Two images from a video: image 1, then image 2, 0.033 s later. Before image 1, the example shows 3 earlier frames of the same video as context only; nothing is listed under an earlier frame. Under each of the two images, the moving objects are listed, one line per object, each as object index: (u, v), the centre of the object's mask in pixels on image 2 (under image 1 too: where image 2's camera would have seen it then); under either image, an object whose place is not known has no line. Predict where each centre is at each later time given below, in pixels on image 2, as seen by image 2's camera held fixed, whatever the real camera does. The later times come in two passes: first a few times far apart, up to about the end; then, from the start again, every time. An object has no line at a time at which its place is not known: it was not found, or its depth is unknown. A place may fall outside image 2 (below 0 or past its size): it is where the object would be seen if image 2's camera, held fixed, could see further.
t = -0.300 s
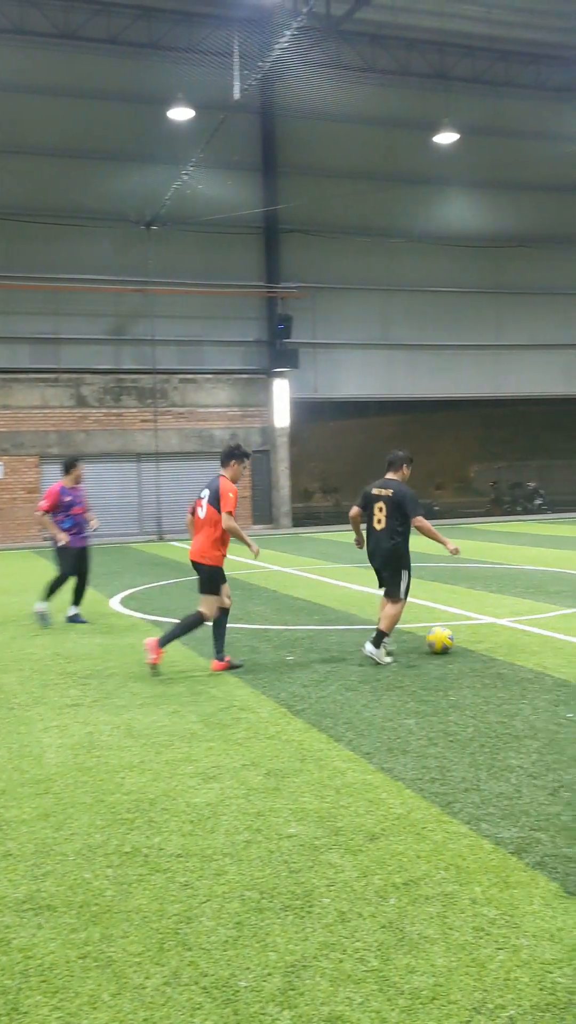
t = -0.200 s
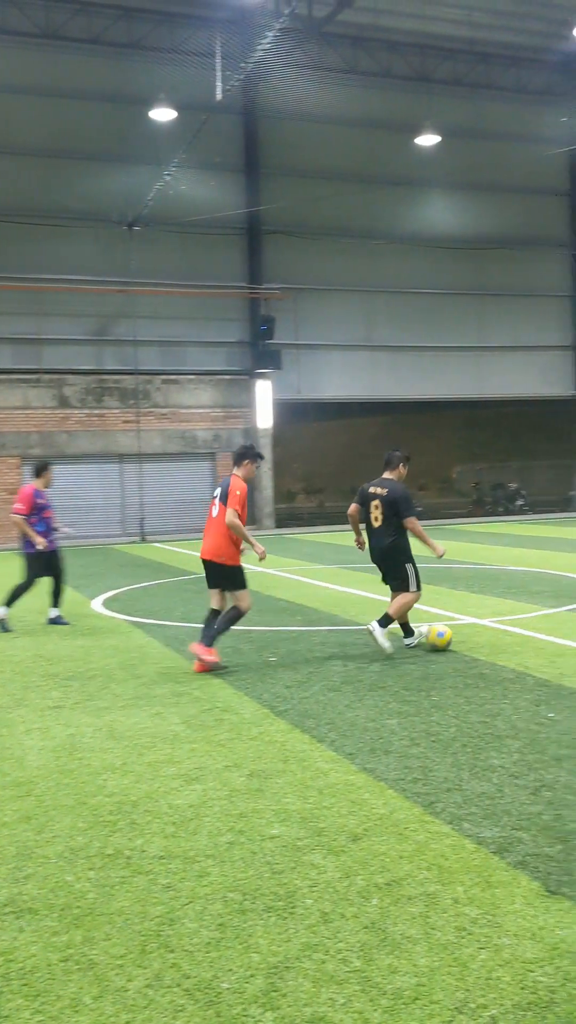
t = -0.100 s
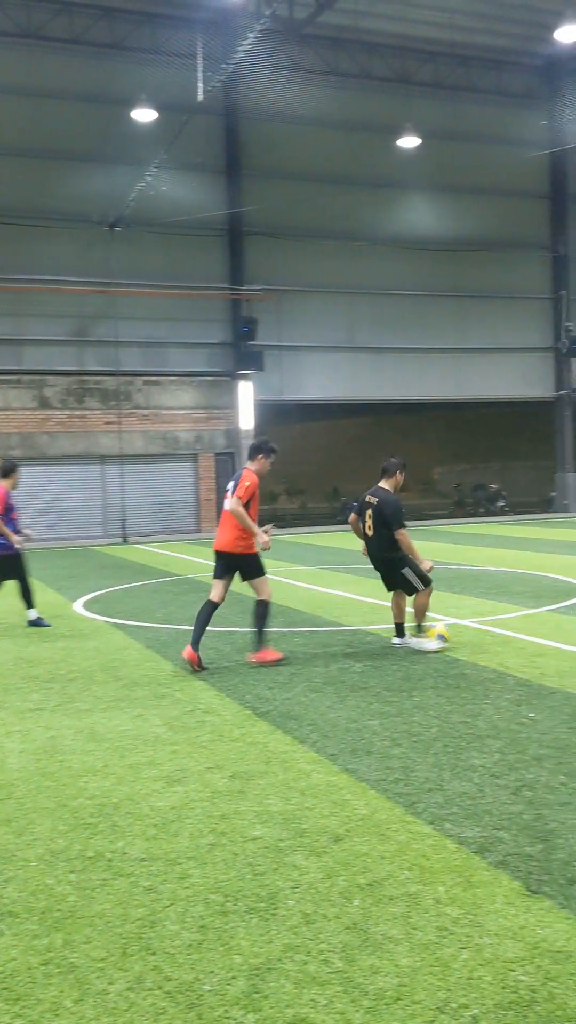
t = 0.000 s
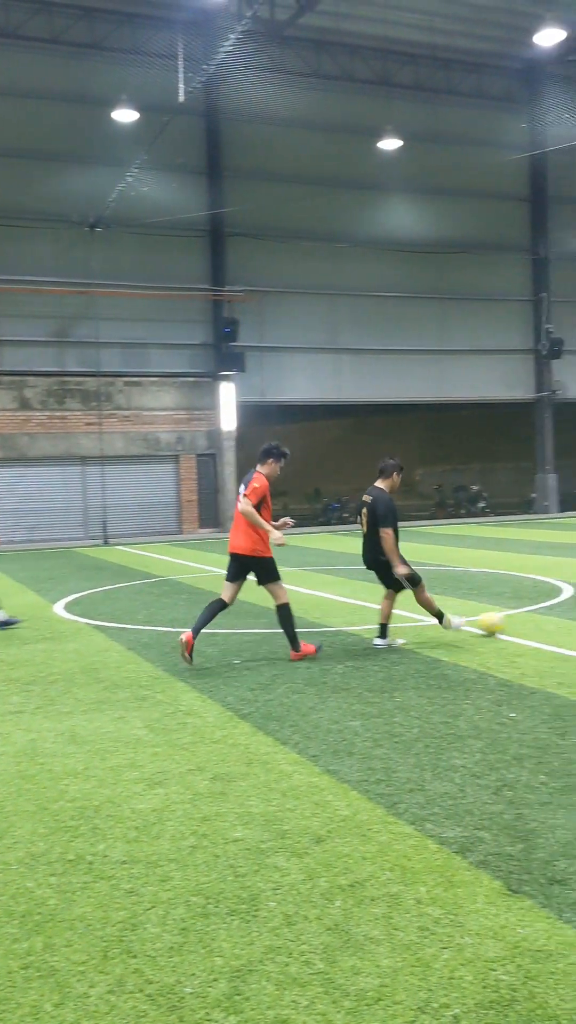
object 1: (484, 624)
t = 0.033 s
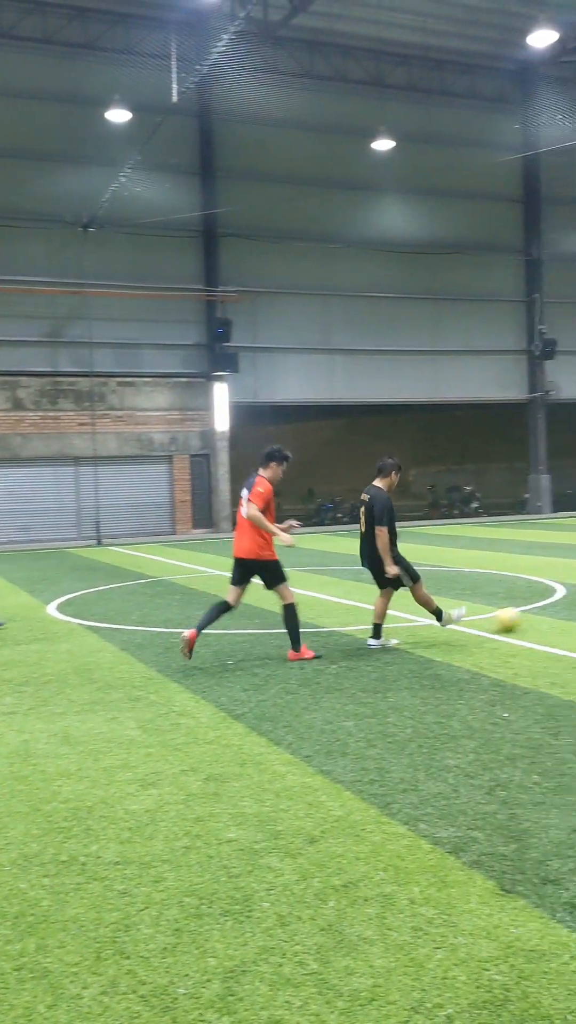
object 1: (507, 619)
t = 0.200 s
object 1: (597, 603)
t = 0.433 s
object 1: (676, 588)
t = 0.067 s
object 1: (528, 616)
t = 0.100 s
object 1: (547, 613)
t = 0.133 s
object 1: (565, 609)
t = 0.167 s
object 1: (582, 606)
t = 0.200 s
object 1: (597, 603)
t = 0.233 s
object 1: (610, 601)
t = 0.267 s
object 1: (622, 598)
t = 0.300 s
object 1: (633, 596)
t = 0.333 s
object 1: (644, 594)
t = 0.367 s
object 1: (655, 593)
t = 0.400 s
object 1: (665, 591)
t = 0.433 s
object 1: (676, 588)
